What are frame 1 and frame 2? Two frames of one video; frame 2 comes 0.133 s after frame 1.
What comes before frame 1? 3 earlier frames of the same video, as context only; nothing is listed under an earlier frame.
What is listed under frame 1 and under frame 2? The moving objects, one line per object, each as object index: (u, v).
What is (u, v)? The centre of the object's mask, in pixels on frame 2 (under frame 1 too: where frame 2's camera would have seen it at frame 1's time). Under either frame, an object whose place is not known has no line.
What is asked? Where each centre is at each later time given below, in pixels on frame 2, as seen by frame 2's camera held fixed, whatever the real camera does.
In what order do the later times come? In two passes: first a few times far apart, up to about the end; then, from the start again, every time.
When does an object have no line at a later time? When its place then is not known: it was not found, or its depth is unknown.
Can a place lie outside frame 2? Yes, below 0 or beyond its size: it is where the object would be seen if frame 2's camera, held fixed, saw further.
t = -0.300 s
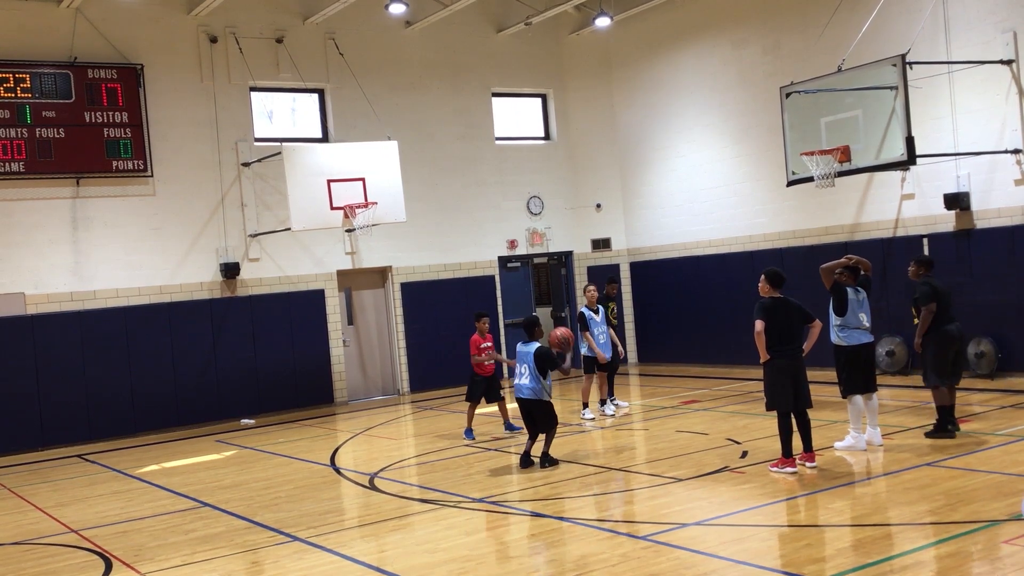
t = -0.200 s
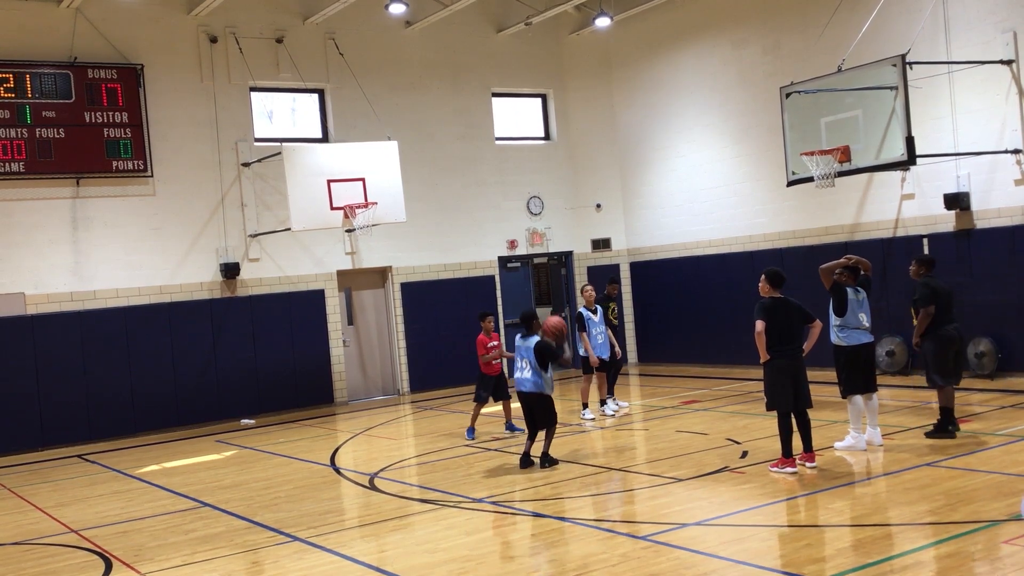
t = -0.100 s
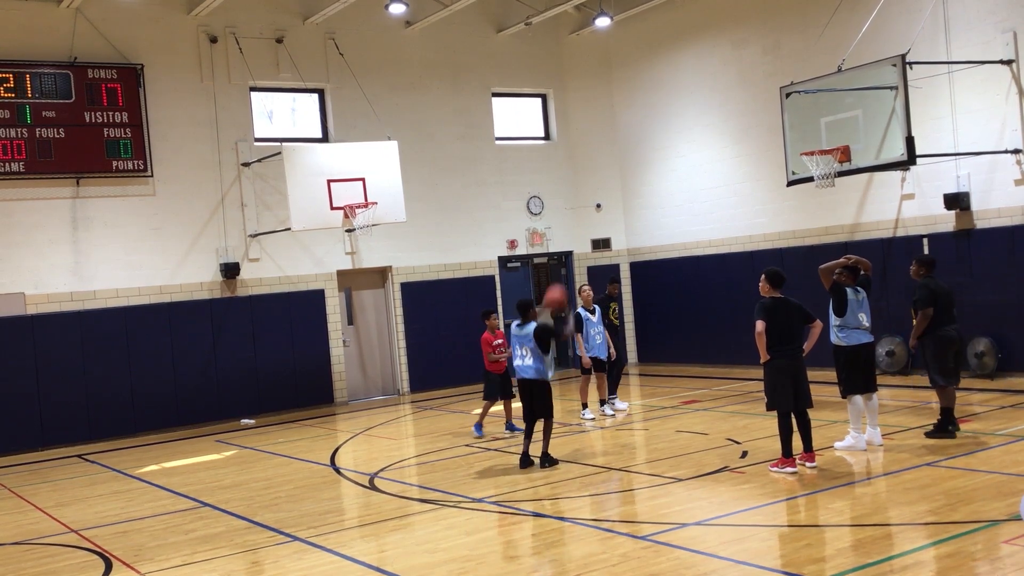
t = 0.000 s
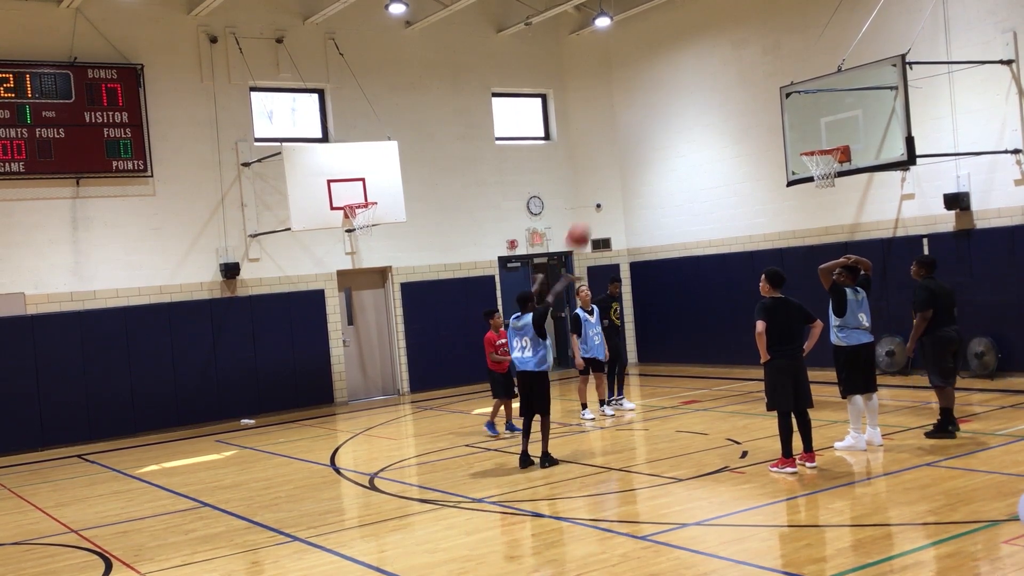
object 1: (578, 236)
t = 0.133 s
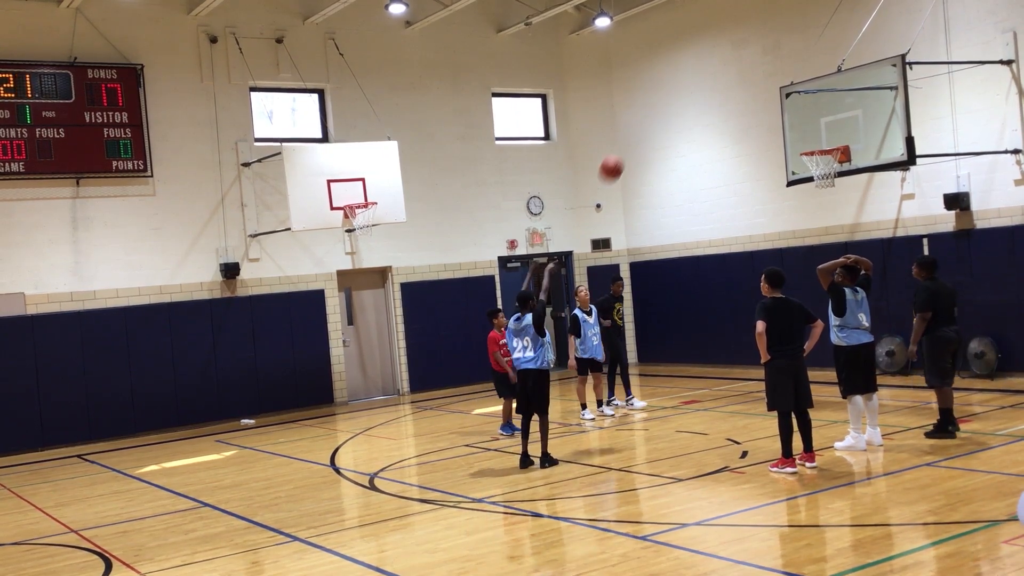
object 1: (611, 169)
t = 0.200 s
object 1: (628, 142)
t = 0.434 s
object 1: (684, 89)
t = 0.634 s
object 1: (731, 84)
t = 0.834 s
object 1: (777, 113)
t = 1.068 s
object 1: (814, 135)
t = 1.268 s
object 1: (832, 134)
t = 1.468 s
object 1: (826, 127)
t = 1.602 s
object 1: (822, 140)
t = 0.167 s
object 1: (619, 155)
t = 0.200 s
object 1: (628, 142)
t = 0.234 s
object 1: (636, 130)
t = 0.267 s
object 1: (644, 121)
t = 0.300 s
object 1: (652, 112)
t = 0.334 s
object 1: (660, 105)
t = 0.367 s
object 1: (668, 98)
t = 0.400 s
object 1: (676, 93)
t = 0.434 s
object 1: (684, 89)
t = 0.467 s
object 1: (692, 85)
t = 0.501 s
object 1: (700, 83)
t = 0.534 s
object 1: (708, 82)
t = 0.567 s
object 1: (715, 82)
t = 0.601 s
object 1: (723, 82)
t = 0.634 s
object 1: (731, 84)
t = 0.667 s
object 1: (739, 87)
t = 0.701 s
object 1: (746, 90)
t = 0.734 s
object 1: (754, 95)
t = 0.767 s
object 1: (761, 100)
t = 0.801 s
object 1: (769, 106)
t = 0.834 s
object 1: (777, 113)
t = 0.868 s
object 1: (785, 121)
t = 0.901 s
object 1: (793, 129)
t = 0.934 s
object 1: (800, 138)
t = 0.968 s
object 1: (805, 142)
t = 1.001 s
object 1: (808, 139)
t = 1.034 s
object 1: (811, 137)
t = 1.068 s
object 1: (814, 135)
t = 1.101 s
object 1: (818, 135)
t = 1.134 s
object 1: (821, 135)
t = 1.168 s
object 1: (824, 136)
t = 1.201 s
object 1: (828, 138)
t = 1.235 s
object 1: (831, 138)
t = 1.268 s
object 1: (832, 134)
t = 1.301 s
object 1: (833, 131)
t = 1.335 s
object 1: (832, 129)
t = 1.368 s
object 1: (830, 127)
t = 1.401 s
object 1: (829, 126)
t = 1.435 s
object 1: (828, 127)
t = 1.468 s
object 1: (826, 127)
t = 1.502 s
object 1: (825, 130)
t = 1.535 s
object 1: (824, 133)
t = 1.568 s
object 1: (823, 136)
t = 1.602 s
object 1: (822, 140)
